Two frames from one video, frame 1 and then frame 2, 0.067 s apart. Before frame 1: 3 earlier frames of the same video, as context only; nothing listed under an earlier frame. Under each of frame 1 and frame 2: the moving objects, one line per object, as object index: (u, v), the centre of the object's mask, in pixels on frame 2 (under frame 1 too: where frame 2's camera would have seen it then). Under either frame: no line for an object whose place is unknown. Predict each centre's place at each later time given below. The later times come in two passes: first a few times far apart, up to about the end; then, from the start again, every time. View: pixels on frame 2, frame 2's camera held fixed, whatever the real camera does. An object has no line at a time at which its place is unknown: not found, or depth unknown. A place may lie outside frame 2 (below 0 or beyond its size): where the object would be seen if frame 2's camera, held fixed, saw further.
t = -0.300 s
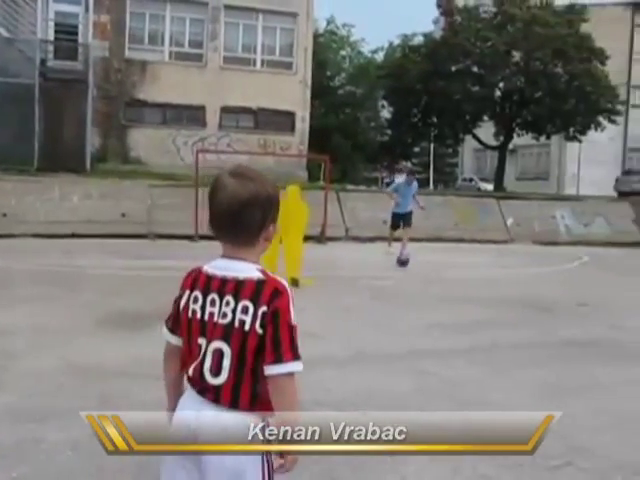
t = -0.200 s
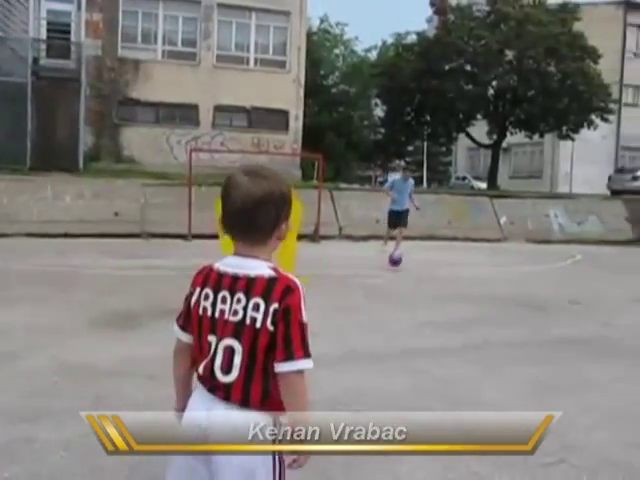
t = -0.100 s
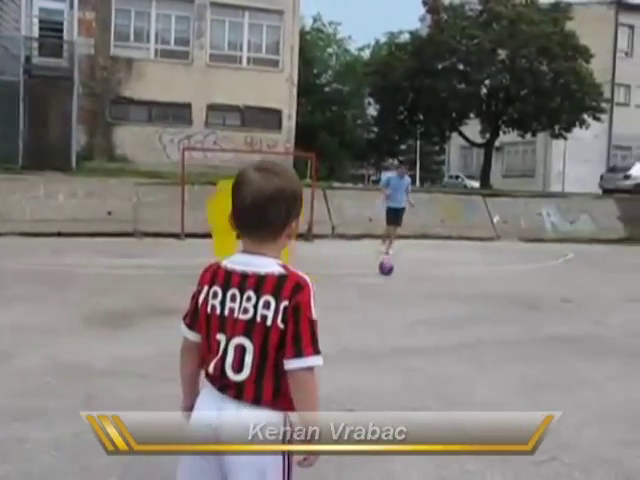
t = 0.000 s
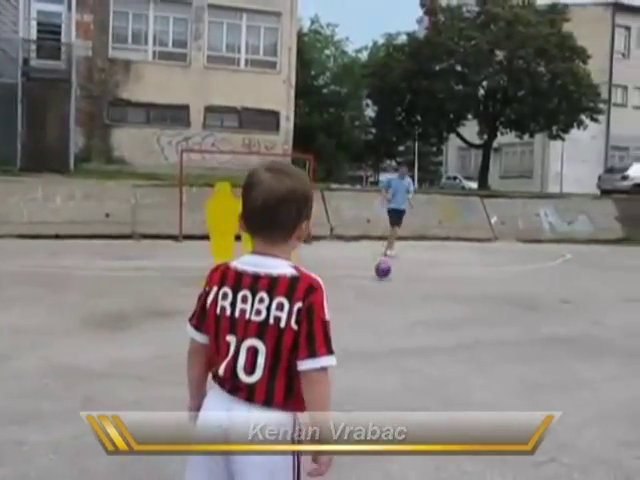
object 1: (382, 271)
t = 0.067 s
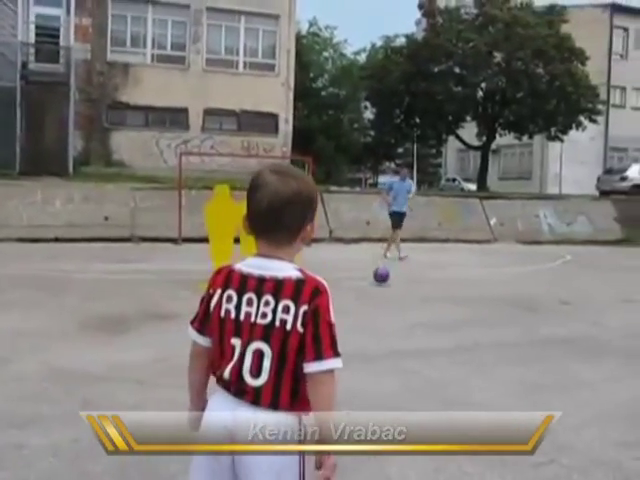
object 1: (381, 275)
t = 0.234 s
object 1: (379, 280)
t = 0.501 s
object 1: (376, 298)
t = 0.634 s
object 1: (374, 310)
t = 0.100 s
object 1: (380, 278)
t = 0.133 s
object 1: (380, 280)
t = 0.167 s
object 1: (379, 279)
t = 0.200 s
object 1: (379, 280)
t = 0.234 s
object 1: (379, 280)
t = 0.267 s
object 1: (378, 282)
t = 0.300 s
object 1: (378, 286)
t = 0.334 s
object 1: (377, 290)
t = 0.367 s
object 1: (377, 289)
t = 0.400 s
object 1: (377, 289)
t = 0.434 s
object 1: (376, 290)
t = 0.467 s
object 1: (376, 293)
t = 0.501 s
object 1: (376, 298)
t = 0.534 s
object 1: (376, 302)
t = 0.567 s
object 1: (375, 304)
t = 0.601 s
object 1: (374, 306)
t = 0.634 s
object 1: (374, 310)
